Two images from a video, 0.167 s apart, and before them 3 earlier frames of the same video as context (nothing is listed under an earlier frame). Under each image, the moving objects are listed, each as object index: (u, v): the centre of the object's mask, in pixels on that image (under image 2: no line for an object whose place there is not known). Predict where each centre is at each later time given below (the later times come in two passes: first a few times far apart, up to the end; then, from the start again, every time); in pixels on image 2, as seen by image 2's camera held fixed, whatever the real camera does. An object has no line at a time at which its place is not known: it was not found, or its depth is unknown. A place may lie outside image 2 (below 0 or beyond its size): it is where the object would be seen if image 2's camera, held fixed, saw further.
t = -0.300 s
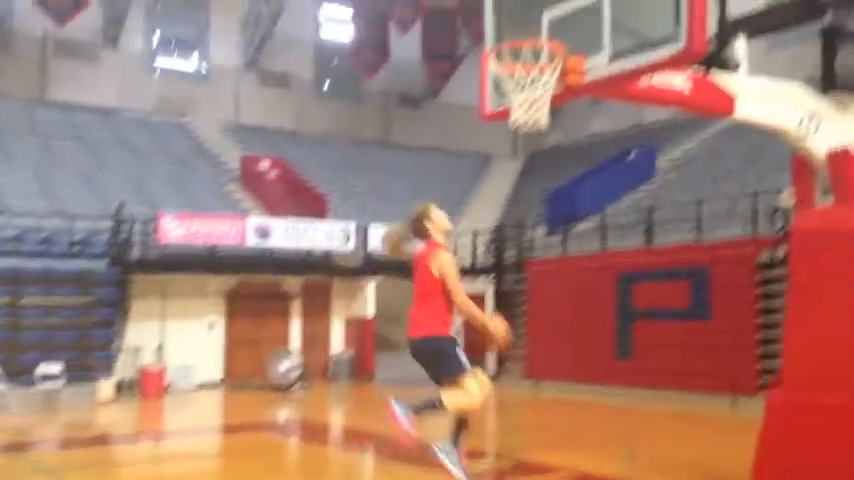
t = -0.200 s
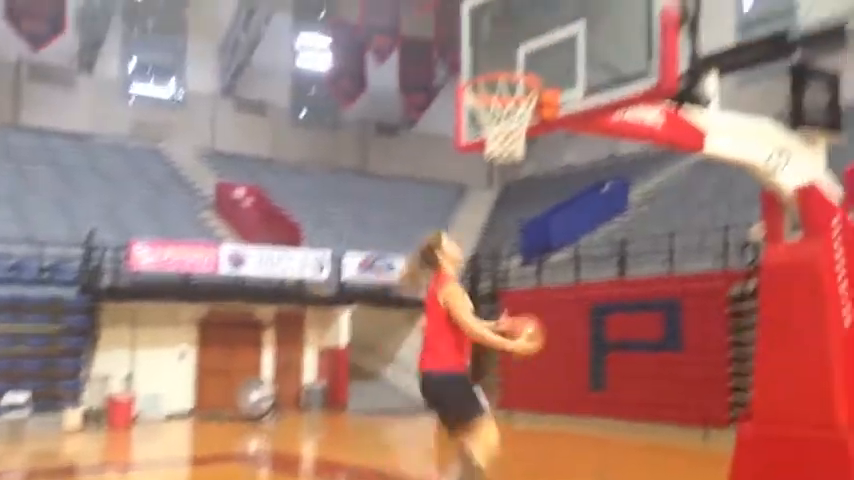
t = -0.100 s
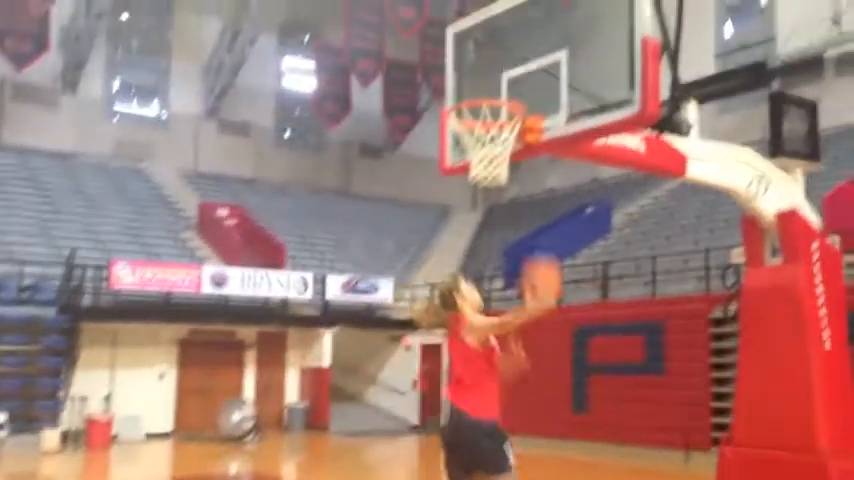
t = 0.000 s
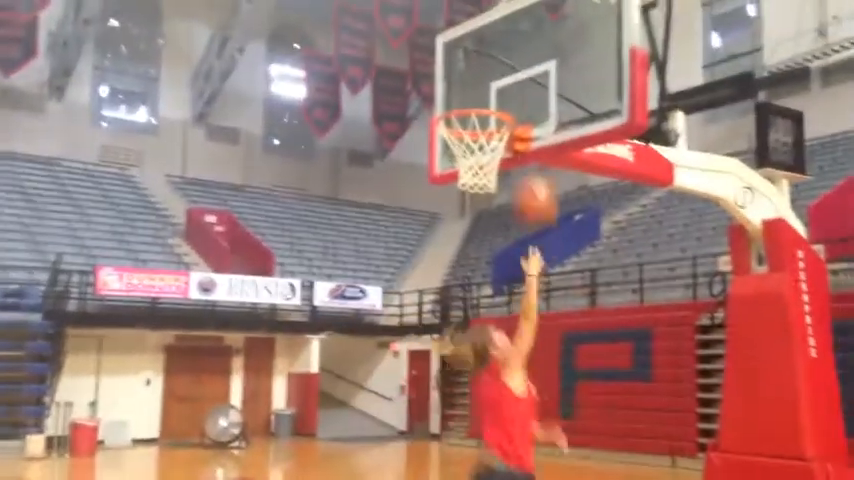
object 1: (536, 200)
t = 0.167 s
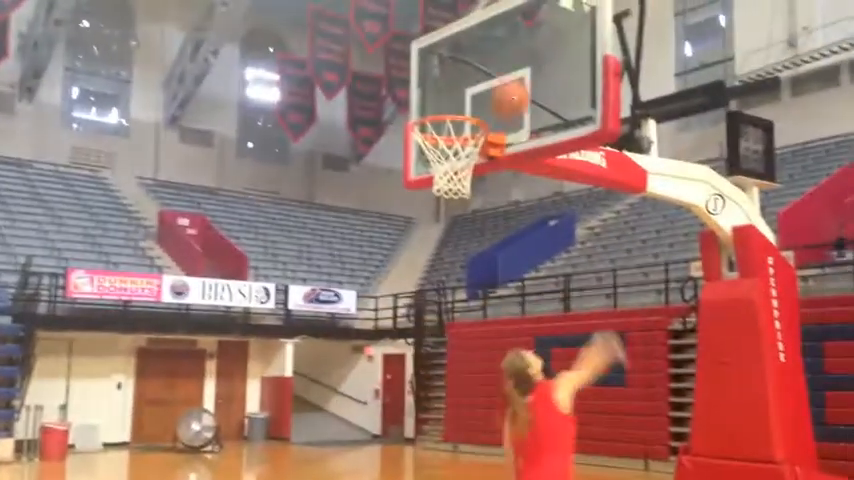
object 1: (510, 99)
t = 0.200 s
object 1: (510, 81)
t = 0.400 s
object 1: (506, 33)
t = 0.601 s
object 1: (468, 64)
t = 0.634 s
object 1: (462, 75)
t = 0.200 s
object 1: (510, 81)
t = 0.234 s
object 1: (510, 67)
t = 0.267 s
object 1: (511, 56)
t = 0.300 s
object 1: (511, 45)
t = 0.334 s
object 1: (511, 38)
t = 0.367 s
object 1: (510, 34)
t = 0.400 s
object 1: (506, 33)
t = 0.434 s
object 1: (500, 34)
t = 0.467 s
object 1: (493, 36)
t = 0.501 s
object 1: (487, 41)
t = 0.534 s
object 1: (481, 47)
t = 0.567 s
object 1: (475, 55)
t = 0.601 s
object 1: (468, 64)
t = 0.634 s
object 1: (462, 75)
